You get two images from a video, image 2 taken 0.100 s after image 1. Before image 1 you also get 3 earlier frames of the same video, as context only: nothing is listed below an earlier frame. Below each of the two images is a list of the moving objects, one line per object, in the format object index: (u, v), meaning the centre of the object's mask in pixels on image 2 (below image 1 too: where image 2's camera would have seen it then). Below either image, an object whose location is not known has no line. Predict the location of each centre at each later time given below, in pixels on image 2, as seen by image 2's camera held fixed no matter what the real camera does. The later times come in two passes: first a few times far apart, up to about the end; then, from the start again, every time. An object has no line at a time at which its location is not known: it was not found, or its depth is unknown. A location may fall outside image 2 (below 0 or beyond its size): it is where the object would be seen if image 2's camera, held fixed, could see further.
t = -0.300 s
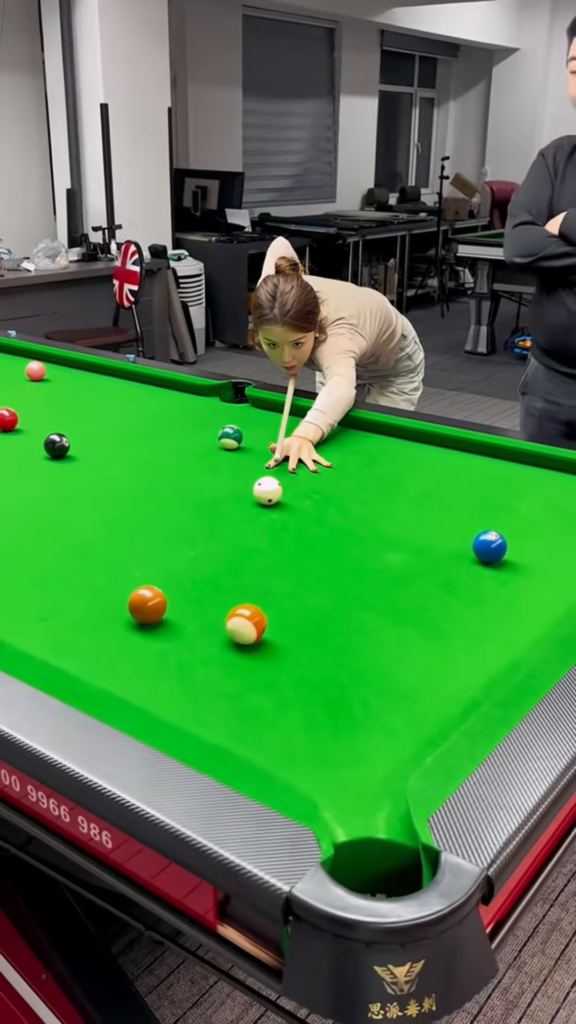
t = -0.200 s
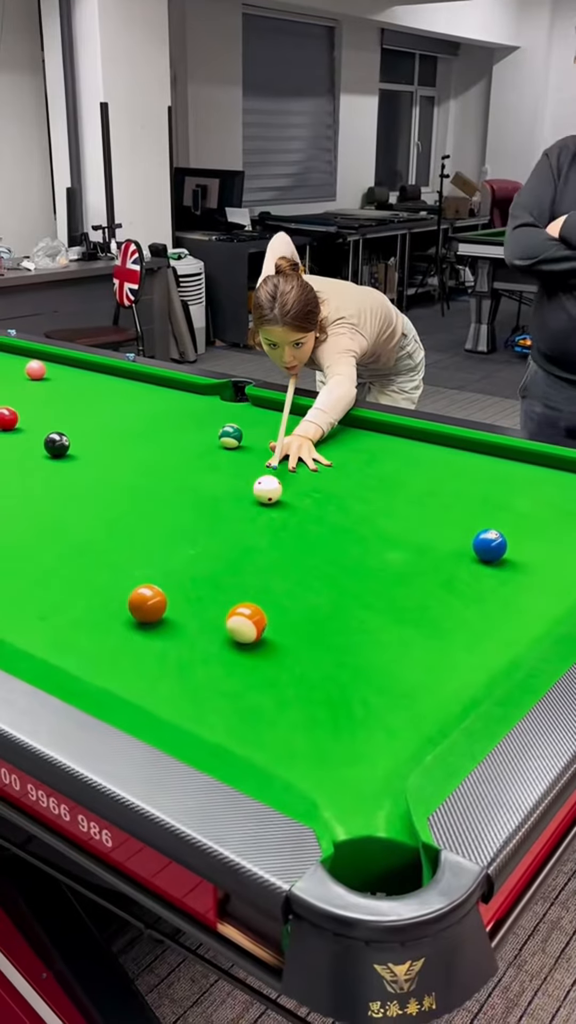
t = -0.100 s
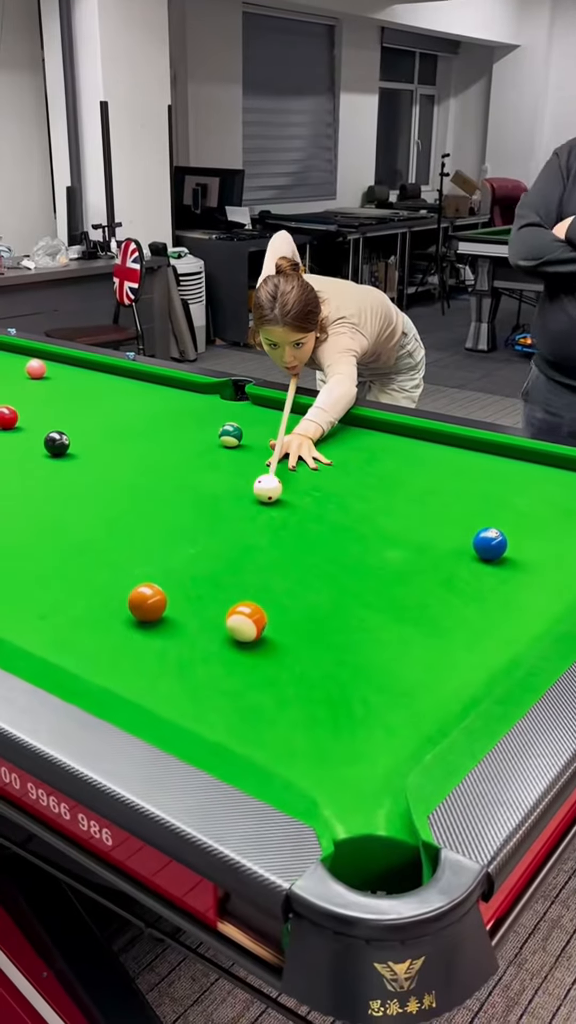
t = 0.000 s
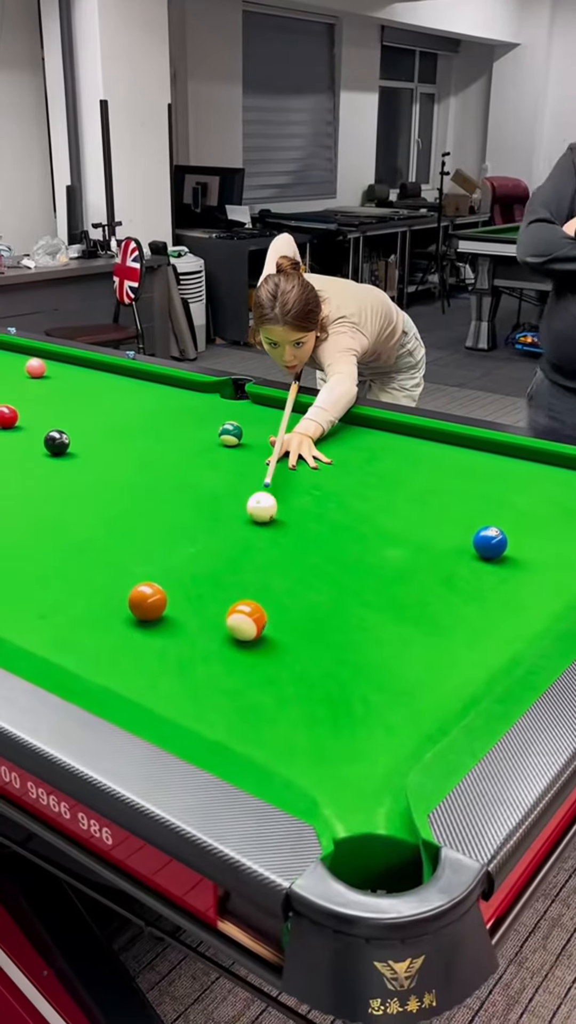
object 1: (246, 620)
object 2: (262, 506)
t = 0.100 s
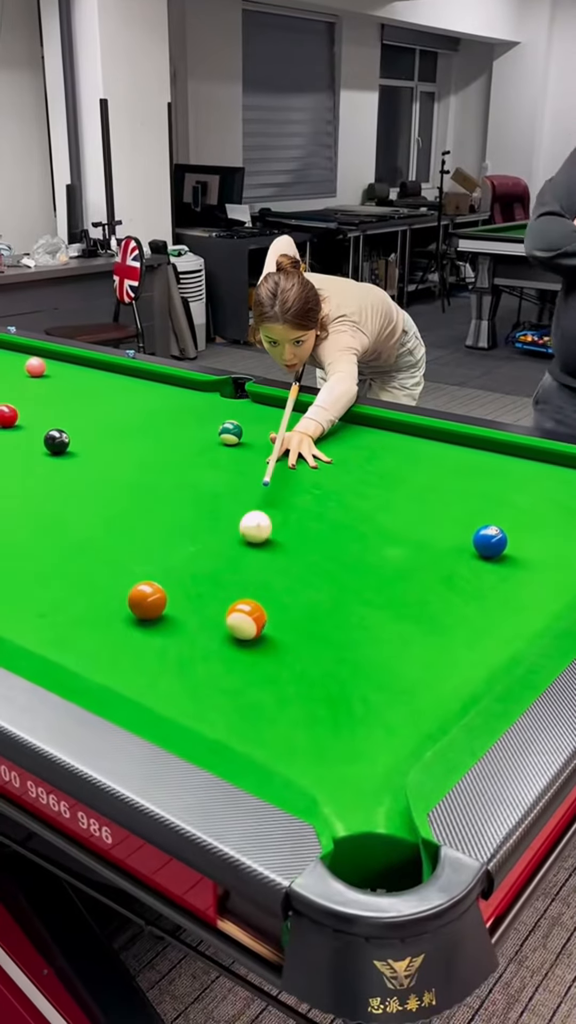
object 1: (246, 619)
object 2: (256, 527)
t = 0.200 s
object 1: (246, 620)
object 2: (249, 550)
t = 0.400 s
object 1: (247, 621)
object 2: (229, 599)
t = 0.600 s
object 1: (278, 666)
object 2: (184, 623)
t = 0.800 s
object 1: (311, 712)
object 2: (134, 648)
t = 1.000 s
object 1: (347, 765)
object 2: (100, 664)
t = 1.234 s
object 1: (393, 865)
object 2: (136, 647)
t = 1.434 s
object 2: (163, 632)
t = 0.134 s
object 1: (246, 620)
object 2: (253, 534)
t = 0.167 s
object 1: (246, 620)
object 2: (251, 542)
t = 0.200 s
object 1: (246, 620)
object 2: (249, 550)
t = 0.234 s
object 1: (246, 620)
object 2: (246, 558)
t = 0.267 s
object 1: (246, 620)
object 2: (244, 566)
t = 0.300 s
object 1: (246, 620)
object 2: (241, 575)
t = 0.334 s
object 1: (246, 620)
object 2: (238, 584)
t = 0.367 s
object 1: (246, 620)
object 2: (234, 591)
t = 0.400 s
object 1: (247, 621)
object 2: (229, 599)
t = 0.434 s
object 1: (253, 629)
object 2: (223, 604)
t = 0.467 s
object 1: (259, 638)
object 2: (215, 608)
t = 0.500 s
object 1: (264, 645)
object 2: (207, 611)
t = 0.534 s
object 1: (269, 652)
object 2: (199, 615)
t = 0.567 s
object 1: (274, 659)
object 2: (191, 619)
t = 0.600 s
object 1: (278, 666)
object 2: (184, 623)
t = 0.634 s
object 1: (283, 673)
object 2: (175, 627)
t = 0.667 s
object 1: (288, 681)
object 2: (167, 631)
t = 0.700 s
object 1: (294, 688)
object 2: (159, 636)
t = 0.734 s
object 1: (299, 696)
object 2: (151, 640)
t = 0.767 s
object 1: (305, 704)
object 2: (142, 644)
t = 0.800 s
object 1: (311, 712)
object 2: (134, 648)
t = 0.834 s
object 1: (316, 720)
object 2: (125, 653)
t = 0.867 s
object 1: (322, 729)
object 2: (116, 657)
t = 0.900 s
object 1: (328, 738)
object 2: (108, 662)
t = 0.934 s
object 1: (334, 747)
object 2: (100, 664)
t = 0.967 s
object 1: (340, 756)
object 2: (95, 665)
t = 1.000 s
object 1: (347, 765)
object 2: (100, 664)
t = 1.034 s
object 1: (353, 775)
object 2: (105, 663)
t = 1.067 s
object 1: (360, 786)
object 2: (110, 660)
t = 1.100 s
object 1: (367, 796)
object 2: (115, 657)
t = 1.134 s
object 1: (375, 806)
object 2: (121, 655)
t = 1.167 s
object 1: (382, 819)
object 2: (126, 652)
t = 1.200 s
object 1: (387, 840)
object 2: (130, 649)
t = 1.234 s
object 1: (393, 865)
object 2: (136, 647)
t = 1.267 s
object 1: (396, 885)
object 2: (140, 644)
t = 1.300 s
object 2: (145, 642)
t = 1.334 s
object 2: (150, 639)
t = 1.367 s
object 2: (154, 637)
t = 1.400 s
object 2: (158, 635)
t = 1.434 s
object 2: (163, 632)
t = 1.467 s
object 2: (167, 630)
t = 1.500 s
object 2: (171, 628)
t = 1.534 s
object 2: (175, 626)
